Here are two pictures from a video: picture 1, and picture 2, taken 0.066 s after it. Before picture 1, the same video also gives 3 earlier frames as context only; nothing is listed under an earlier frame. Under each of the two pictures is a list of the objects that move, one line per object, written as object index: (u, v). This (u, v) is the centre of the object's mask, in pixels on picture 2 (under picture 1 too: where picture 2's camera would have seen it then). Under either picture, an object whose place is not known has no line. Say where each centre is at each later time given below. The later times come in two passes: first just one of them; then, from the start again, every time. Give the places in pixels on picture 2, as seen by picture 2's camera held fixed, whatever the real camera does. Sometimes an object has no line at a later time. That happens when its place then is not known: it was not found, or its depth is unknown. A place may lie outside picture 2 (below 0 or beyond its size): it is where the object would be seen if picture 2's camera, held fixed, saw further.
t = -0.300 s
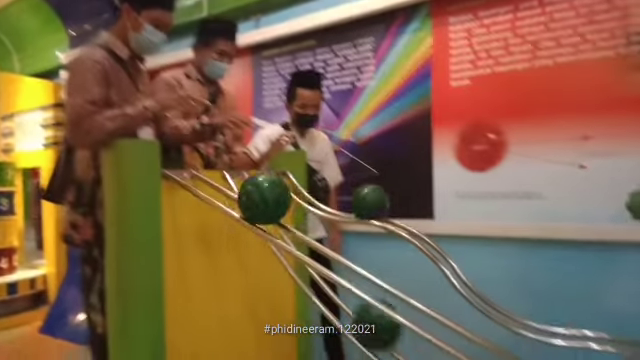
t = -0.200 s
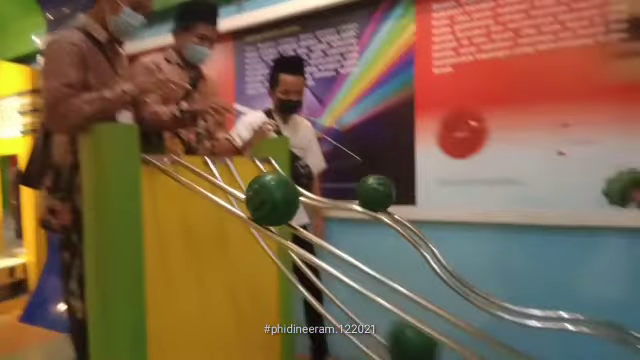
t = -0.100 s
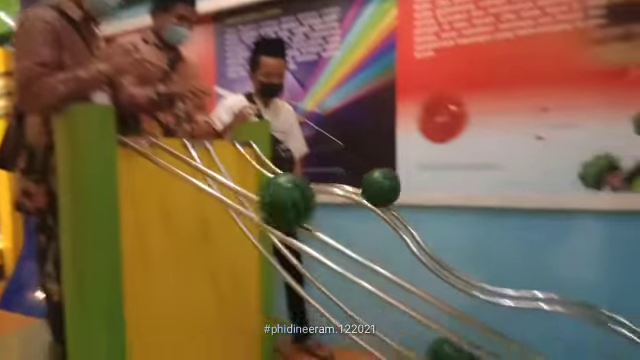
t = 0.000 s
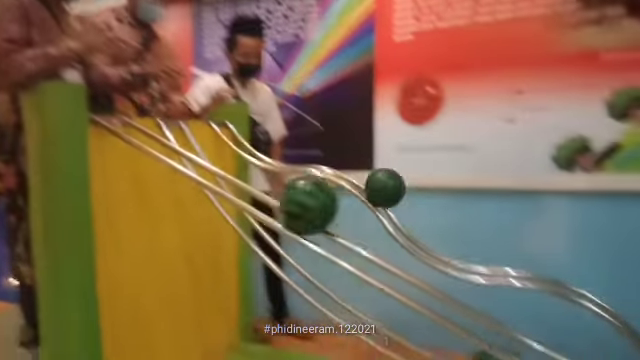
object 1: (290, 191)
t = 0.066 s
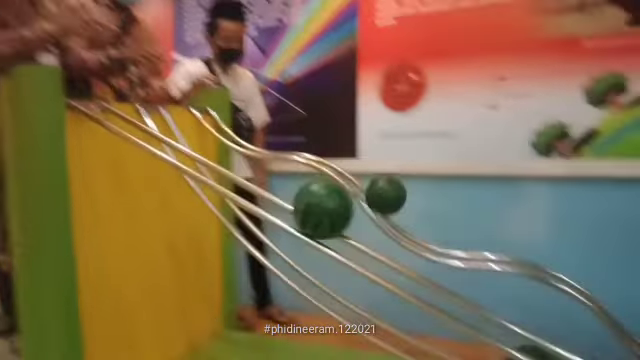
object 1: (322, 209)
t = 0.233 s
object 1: (419, 259)
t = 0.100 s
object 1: (338, 217)
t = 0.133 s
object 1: (355, 225)
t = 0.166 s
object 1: (374, 235)
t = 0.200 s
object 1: (396, 245)
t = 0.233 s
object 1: (419, 259)
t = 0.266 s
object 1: (445, 270)
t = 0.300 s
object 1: (469, 281)
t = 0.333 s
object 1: (495, 296)
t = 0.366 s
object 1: (521, 309)
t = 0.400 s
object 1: (548, 322)
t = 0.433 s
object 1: (580, 336)
